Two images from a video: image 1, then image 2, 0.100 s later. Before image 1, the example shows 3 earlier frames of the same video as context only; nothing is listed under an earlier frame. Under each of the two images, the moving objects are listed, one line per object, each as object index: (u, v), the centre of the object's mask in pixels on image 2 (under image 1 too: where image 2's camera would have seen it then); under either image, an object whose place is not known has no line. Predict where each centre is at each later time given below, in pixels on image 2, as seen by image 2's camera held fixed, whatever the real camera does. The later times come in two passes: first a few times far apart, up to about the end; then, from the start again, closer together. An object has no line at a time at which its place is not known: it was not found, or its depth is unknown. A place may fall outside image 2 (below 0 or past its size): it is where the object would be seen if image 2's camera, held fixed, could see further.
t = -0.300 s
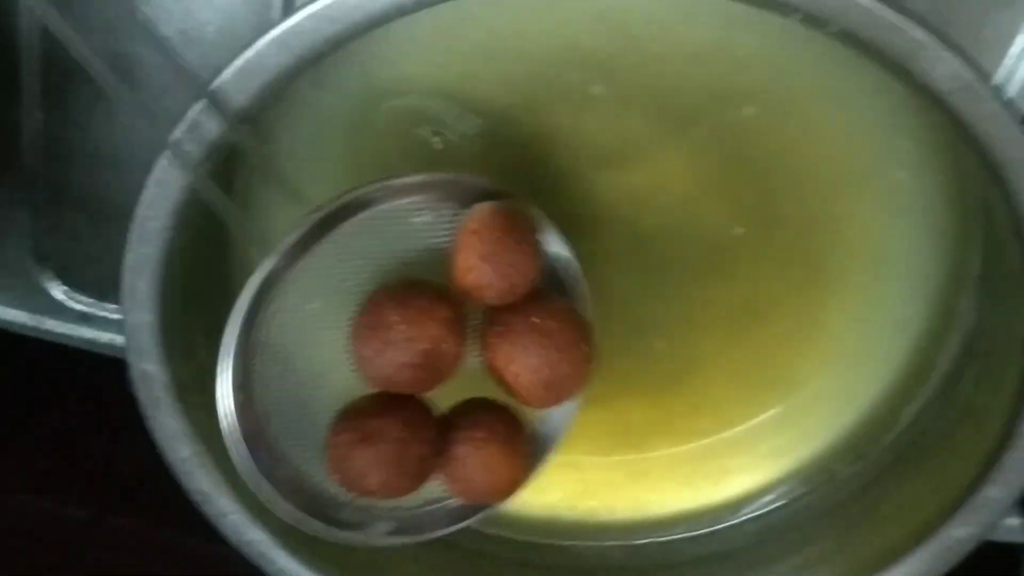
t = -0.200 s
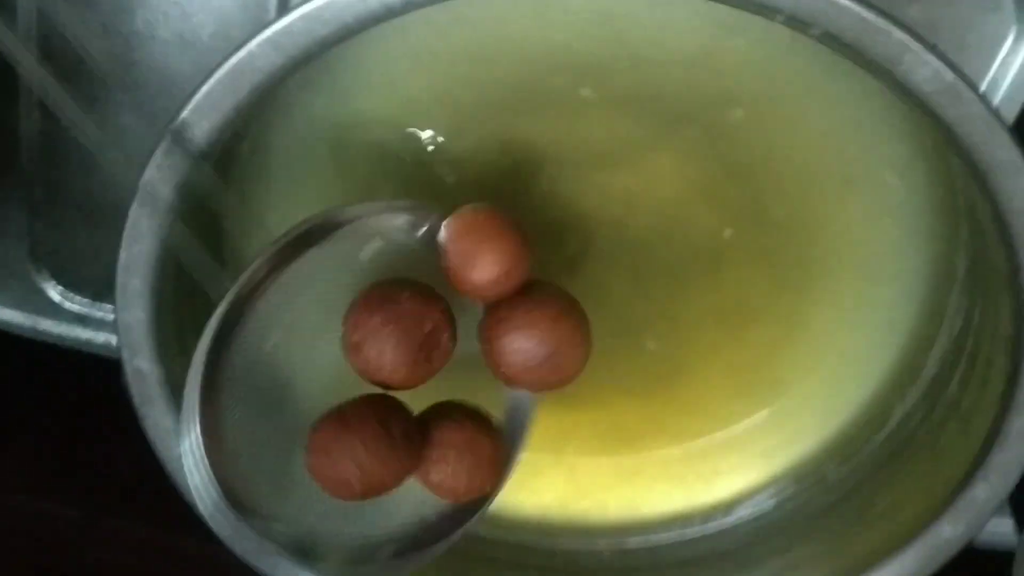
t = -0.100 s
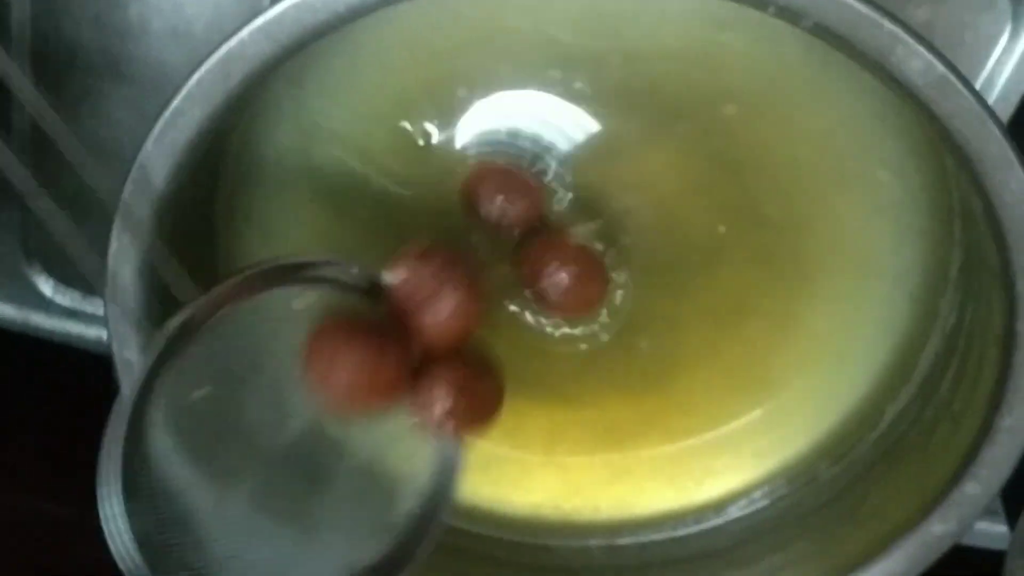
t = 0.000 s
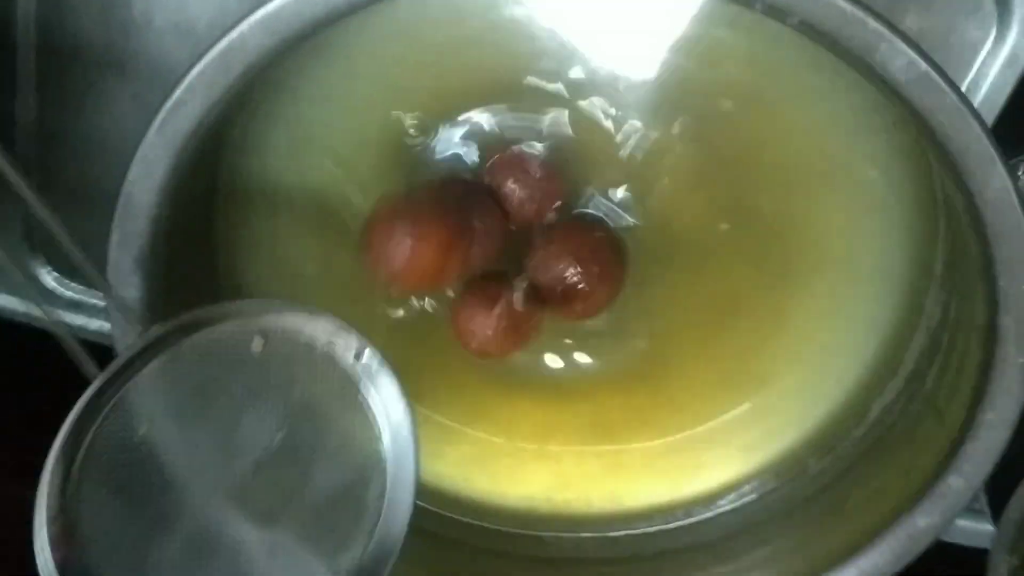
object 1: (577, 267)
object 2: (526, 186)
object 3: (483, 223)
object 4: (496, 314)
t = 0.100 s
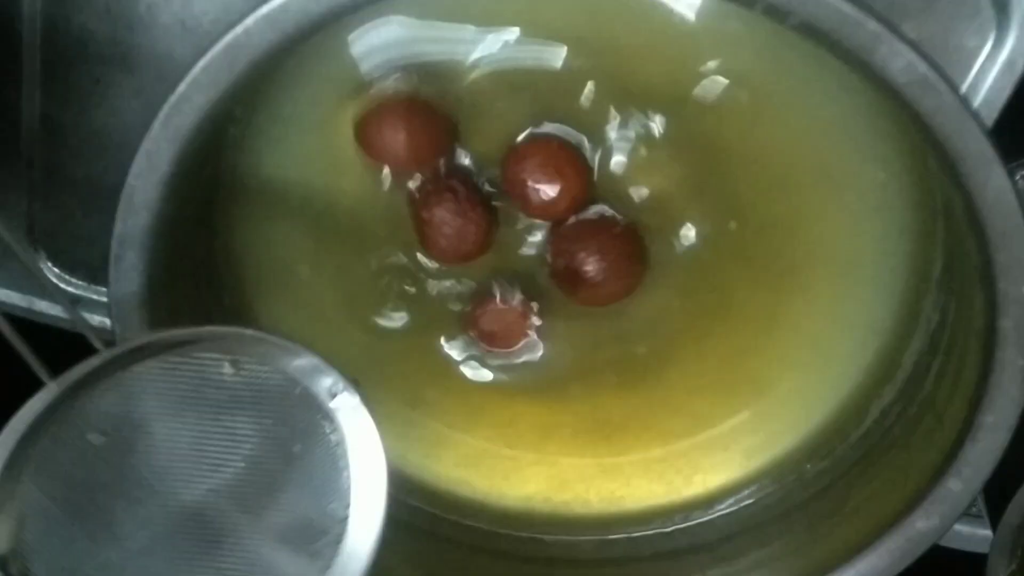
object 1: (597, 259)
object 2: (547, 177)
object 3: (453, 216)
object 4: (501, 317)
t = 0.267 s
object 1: (608, 258)
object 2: (561, 174)
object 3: (439, 214)
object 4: (485, 330)
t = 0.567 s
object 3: (424, 213)
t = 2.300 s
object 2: (559, 121)
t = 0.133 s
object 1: (599, 256)
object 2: (553, 175)
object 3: (448, 211)
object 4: (499, 325)
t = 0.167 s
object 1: (603, 255)
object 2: (557, 175)
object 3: (444, 210)
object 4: (494, 327)
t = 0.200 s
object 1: (605, 253)
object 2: (558, 174)
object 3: (444, 211)
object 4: (492, 326)
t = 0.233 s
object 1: (606, 258)
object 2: (561, 174)
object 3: (441, 214)
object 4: (488, 331)
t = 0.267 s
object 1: (608, 258)
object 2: (561, 174)
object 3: (439, 214)
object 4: (485, 330)
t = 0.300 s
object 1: (609, 260)
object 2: (564, 176)
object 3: (439, 215)
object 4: (483, 333)
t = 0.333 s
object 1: (611, 262)
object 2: (568, 178)
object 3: (437, 217)
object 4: (482, 334)
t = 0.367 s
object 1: (614, 265)
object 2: (572, 179)
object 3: (435, 218)
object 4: (481, 334)
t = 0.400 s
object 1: (618, 265)
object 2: (575, 176)
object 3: (434, 219)
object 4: (478, 335)
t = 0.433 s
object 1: (623, 266)
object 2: (577, 175)
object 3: (433, 217)
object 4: (476, 336)
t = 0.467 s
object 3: (431, 216)
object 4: (474, 337)
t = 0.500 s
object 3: (429, 215)
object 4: (472, 338)
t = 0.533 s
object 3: (427, 214)
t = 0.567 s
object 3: (424, 213)
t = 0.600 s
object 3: (420, 211)
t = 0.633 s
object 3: (415, 212)
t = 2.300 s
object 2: (559, 121)
